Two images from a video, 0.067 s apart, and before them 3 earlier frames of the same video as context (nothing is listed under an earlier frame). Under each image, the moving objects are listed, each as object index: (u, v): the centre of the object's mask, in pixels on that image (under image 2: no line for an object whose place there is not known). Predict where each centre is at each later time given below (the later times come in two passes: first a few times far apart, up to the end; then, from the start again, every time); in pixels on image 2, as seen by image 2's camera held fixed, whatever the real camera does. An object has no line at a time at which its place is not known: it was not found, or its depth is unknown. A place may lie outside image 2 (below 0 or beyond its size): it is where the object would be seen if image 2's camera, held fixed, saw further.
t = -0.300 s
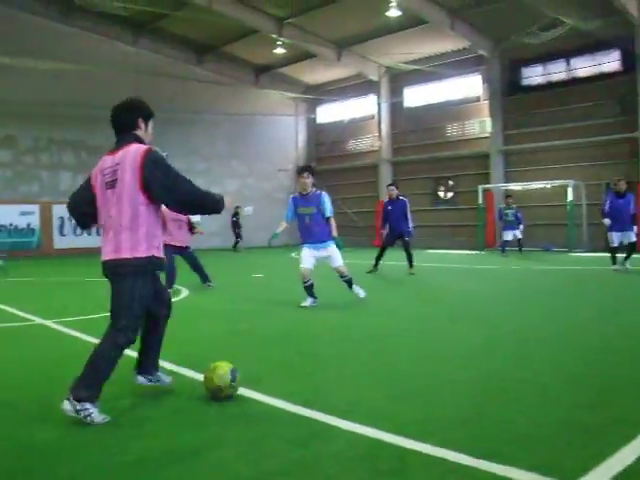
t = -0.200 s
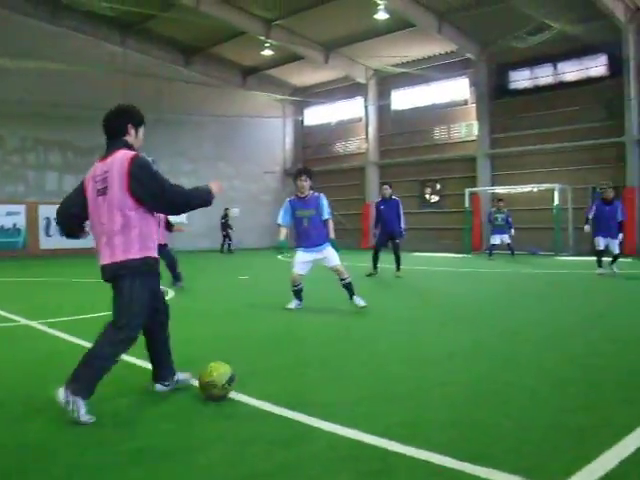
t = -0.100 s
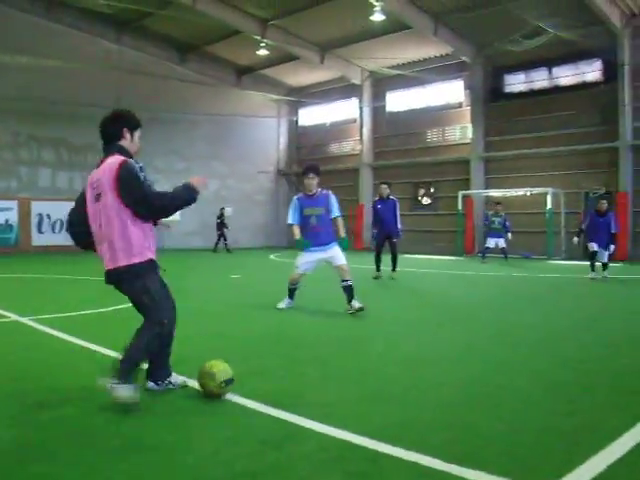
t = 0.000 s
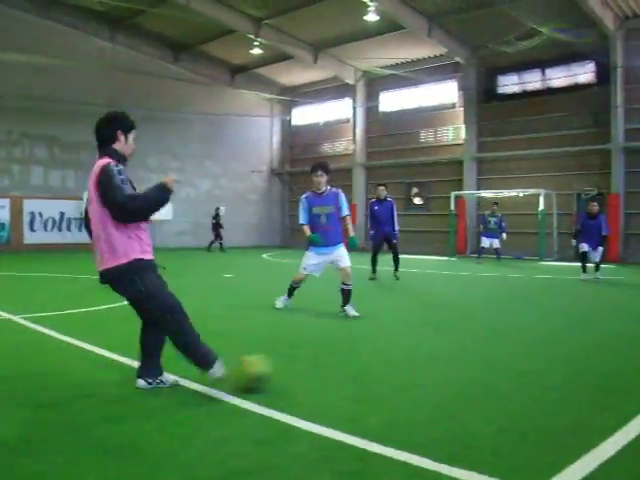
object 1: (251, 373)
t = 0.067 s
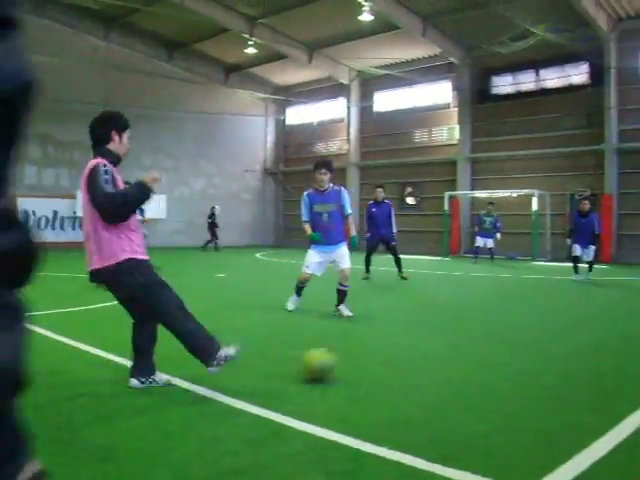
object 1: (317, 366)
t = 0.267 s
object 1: (470, 349)
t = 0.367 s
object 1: (521, 339)
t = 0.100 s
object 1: (347, 362)
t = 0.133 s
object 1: (377, 358)
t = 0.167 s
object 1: (404, 357)
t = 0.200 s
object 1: (429, 353)
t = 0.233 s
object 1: (451, 350)
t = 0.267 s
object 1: (470, 349)
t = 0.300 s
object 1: (489, 345)
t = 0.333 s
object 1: (507, 343)
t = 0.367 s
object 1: (521, 339)
